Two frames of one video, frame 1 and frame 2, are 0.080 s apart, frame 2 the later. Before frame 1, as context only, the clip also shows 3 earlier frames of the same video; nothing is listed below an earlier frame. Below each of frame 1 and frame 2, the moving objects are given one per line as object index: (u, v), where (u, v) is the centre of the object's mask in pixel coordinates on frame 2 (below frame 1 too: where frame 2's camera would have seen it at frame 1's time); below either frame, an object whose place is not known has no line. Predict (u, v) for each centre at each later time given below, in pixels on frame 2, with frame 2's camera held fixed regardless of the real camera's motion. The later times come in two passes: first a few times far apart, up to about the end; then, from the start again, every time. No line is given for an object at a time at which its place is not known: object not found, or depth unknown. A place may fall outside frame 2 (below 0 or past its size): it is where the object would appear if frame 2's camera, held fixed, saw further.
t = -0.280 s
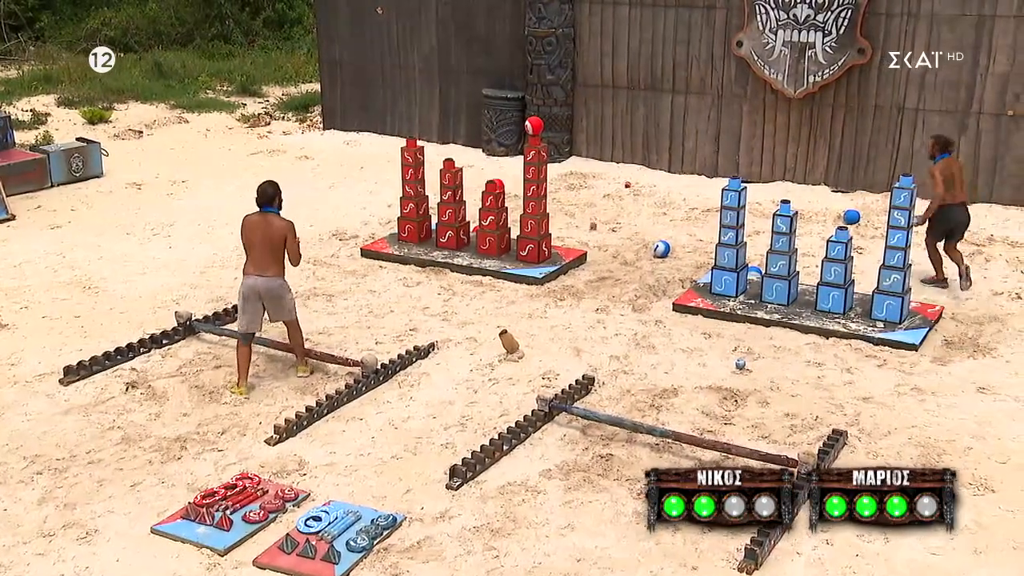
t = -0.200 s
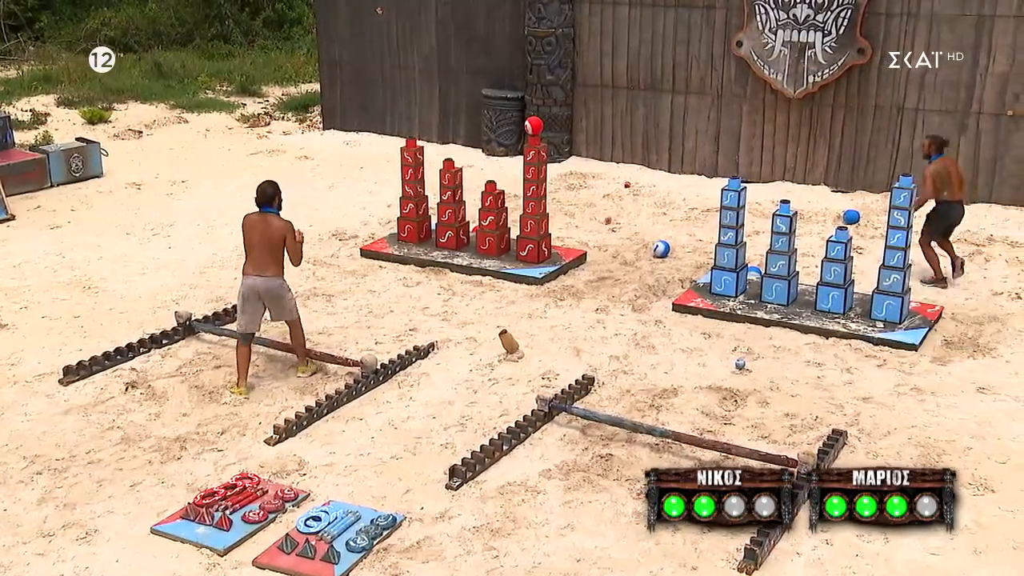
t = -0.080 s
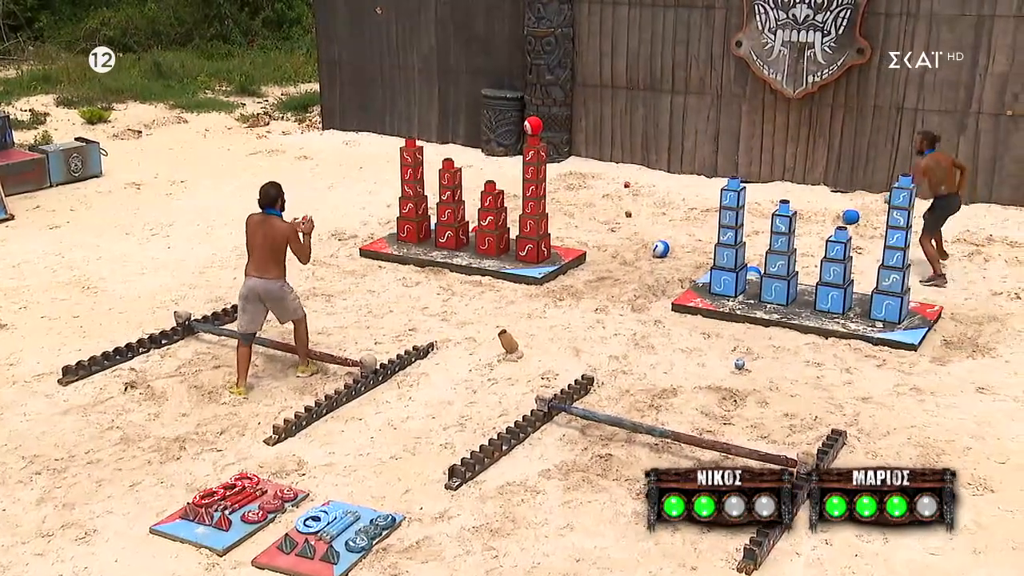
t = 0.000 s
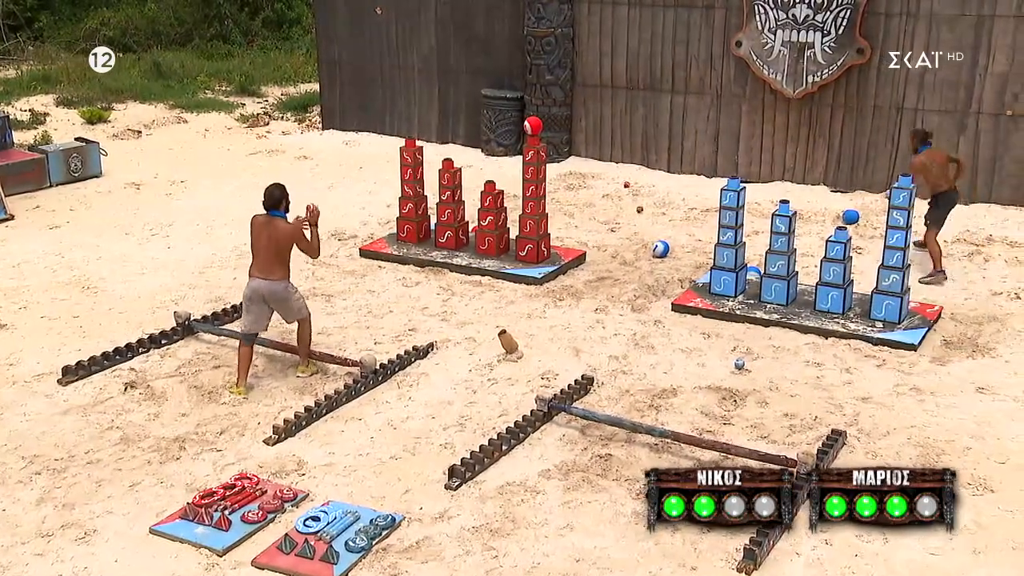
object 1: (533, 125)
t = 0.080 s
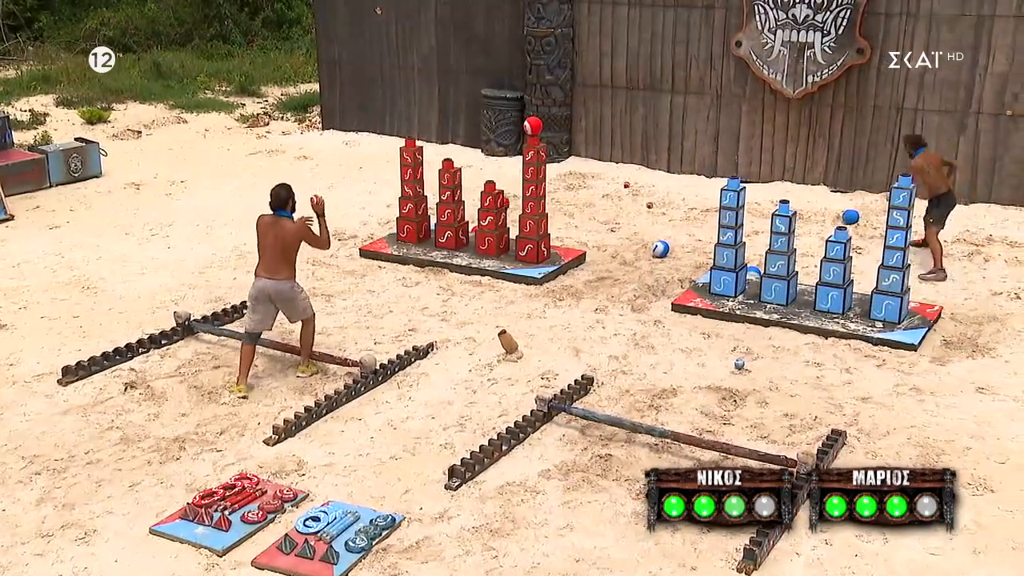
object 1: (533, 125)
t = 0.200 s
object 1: (533, 126)
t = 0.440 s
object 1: (533, 125)
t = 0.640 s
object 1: (533, 125)
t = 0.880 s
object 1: (548, 102)
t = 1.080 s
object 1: (566, 99)
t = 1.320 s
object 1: (586, 139)
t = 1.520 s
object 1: (601, 205)
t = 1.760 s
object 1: (621, 201)
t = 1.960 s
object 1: (639, 191)
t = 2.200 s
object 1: (657, 201)
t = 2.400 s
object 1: (676, 192)
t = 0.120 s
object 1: (533, 125)
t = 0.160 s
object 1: (533, 125)
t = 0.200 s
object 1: (533, 126)
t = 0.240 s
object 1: (533, 125)
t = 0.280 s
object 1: (533, 125)
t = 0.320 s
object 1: (533, 125)
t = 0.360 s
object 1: (533, 125)
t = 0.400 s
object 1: (533, 126)
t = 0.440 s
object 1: (533, 125)
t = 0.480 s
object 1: (533, 125)
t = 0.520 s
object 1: (533, 125)
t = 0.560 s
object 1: (533, 125)
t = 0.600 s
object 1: (533, 125)
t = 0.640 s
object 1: (533, 125)
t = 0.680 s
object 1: (533, 125)
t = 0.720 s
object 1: (533, 126)
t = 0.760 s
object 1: (536, 119)
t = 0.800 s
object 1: (540, 112)
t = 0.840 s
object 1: (544, 106)
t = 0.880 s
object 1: (548, 102)
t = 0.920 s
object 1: (551, 98)
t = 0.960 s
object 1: (555, 97)
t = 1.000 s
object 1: (559, 96)
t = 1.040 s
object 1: (563, 98)
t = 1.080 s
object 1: (566, 99)
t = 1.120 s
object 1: (569, 104)
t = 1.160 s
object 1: (573, 108)
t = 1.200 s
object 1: (577, 115)
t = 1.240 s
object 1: (580, 122)
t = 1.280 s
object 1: (583, 130)
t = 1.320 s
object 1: (586, 139)
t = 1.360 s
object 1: (589, 151)
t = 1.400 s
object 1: (592, 163)
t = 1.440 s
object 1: (595, 176)
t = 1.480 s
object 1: (598, 190)
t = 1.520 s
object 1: (601, 205)
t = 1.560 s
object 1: (603, 220)
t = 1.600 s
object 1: (607, 231)
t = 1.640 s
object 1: (610, 221)
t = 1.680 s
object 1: (614, 213)
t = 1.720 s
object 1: (618, 206)
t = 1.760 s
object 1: (621, 201)
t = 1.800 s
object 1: (625, 196)
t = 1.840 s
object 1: (629, 194)
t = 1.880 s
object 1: (632, 192)
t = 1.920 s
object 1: (635, 191)
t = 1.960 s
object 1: (639, 191)
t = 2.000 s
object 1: (641, 192)
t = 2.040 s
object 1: (645, 196)
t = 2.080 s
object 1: (648, 200)
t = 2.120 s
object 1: (651, 205)
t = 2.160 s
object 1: (654, 202)
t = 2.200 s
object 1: (657, 201)
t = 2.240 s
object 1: (661, 201)
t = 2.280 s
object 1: (664, 199)
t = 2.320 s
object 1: (668, 197)
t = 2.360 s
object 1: (672, 194)
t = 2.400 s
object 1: (676, 192)
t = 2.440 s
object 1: (679, 191)
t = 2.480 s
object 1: (683, 191)
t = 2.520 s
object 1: (687, 192)
